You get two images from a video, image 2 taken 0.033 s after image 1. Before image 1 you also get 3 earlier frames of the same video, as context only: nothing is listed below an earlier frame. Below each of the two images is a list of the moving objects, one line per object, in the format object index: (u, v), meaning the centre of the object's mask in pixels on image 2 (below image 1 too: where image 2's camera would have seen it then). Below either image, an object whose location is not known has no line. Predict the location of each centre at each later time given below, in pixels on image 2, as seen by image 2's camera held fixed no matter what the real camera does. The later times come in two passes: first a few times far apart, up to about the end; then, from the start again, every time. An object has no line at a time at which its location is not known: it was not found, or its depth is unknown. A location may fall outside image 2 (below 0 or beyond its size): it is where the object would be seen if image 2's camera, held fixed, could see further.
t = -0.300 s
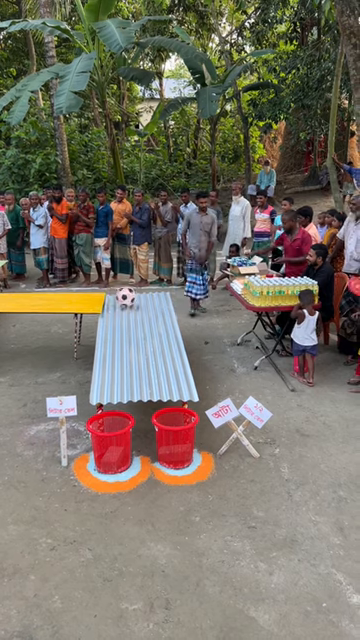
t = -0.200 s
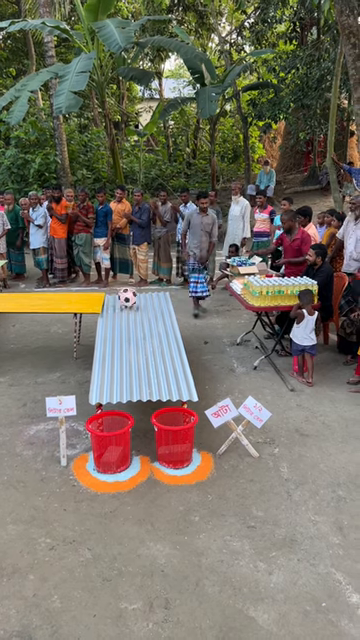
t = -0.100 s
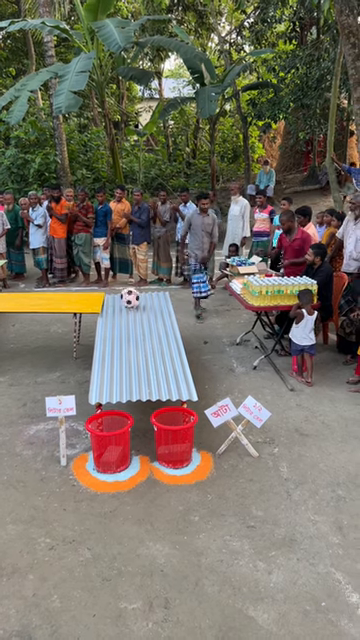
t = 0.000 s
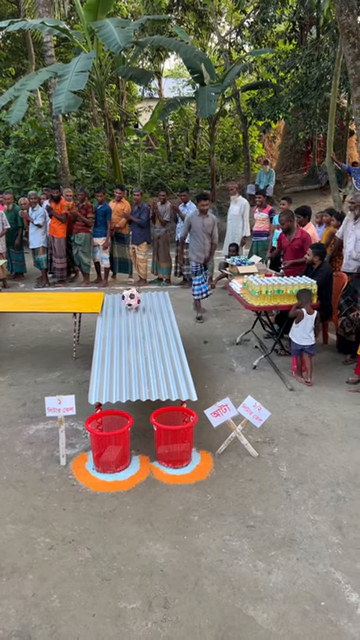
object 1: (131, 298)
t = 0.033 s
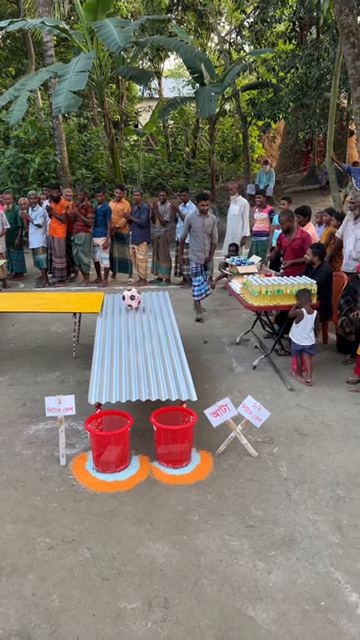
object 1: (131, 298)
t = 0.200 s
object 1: (134, 301)
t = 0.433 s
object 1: (135, 304)
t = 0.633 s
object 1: (135, 308)
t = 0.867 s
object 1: (137, 311)
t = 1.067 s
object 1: (135, 316)
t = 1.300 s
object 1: (134, 322)
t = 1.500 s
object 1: (137, 327)
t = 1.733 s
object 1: (138, 334)
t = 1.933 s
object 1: (138, 340)
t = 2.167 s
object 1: (141, 349)
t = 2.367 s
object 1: (140, 358)
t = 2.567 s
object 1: (142, 369)
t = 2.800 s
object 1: (143, 380)
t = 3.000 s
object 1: (142, 400)
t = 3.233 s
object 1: (128, 428)
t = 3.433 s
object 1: (115, 491)
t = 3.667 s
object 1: (85, 485)
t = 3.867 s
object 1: (58, 548)
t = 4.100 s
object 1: (14, 571)
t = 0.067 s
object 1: (132, 298)
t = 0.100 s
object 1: (132, 299)
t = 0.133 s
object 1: (133, 299)
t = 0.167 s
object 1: (133, 300)
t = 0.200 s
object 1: (134, 301)
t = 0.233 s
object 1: (134, 301)
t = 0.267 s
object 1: (135, 301)
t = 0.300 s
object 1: (135, 302)
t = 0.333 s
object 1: (135, 302)
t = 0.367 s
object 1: (135, 303)
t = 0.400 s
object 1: (135, 304)
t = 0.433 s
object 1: (135, 304)
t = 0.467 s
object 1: (135, 304)
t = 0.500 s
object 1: (134, 304)
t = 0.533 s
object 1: (135, 305)
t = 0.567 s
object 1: (135, 306)
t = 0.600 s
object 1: (135, 307)
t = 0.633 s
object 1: (135, 308)
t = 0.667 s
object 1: (135, 308)
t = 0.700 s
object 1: (135, 309)
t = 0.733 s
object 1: (135, 309)
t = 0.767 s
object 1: (136, 310)
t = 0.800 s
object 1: (136, 310)
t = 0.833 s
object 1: (137, 310)
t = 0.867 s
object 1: (137, 311)
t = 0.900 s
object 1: (137, 312)
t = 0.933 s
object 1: (136, 313)
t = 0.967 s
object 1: (136, 314)
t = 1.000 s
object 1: (136, 314)
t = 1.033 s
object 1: (135, 315)
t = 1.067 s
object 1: (135, 316)
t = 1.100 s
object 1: (135, 317)
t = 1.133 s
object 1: (134, 317)
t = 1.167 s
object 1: (135, 318)
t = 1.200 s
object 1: (134, 318)
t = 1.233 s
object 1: (134, 319)
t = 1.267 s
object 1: (134, 320)
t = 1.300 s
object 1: (134, 322)
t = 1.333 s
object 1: (135, 322)
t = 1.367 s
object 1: (135, 323)
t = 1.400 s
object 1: (136, 324)
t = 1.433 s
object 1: (136, 325)
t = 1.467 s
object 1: (137, 326)
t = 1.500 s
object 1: (137, 327)
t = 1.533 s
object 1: (138, 328)
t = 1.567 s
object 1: (138, 328)
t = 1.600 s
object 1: (139, 329)
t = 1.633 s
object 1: (139, 330)
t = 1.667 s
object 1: (139, 331)
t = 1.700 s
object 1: (139, 332)
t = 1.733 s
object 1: (138, 334)
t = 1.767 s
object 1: (138, 334)
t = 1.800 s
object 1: (138, 336)
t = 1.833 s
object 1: (137, 336)
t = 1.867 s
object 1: (137, 338)
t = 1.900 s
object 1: (138, 339)
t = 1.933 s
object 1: (138, 340)
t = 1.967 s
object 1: (138, 341)
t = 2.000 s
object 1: (139, 343)
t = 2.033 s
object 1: (139, 344)
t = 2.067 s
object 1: (140, 345)
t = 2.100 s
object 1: (140, 347)
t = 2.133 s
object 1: (140, 348)
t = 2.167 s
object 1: (141, 349)
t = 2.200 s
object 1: (140, 351)
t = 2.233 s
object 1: (140, 353)
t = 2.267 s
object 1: (140, 354)
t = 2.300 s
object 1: (140, 355)
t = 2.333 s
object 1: (140, 356)
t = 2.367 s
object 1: (140, 358)
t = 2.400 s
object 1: (140, 360)
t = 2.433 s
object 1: (140, 362)
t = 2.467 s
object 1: (140, 362)
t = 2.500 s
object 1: (141, 364)
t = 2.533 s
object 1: (141, 366)
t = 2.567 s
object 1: (142, 369)
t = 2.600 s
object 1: (143, 369)
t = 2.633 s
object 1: (144, 372)
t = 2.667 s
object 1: (144, 374)
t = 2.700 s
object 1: (143, 375)
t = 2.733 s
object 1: (143, 377)
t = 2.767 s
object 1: (143, 379)
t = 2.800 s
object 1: (143, 380)
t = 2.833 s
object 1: (143, 383)
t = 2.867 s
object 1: (142, 386)
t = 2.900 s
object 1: (142, 388)
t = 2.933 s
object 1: (142, 389)
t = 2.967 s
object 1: (142, 393)
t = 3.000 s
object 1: (142, 400)
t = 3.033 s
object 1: (142, 405)
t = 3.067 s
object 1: (141, 411)
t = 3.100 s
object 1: (139, 412)
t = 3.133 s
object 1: (136, 414)
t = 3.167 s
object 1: (133, 418)
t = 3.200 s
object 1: (131, 422)
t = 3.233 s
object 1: (128, 428)
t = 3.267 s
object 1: (127, 434)
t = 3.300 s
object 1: (124, 443)
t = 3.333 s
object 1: (122, 453)
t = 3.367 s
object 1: (119, 464)
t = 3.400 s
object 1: (118, 477)
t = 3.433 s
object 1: (115, 491)
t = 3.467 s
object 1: (110, 486)
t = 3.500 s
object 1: (106, 482)
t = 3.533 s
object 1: (102, 479)
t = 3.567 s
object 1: (98, 478)
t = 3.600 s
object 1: (94, 479)
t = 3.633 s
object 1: (89, 481)
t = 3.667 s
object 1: (85, 485)
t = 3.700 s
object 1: (80, 492)
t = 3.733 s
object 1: (75, 499)
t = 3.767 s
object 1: (71, 508)
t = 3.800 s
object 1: (67, 519)
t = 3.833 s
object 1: (62, 532)
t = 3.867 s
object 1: (58, 548)
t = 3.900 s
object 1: (53, 555)
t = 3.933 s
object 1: (46, 552)
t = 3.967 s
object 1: (40, 552)
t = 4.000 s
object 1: (33, 554)
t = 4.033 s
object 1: (27, 557)
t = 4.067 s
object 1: (20, 563)
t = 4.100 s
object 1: (14, 571)
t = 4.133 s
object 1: (7, 580)
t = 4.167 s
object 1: (0, 592)
